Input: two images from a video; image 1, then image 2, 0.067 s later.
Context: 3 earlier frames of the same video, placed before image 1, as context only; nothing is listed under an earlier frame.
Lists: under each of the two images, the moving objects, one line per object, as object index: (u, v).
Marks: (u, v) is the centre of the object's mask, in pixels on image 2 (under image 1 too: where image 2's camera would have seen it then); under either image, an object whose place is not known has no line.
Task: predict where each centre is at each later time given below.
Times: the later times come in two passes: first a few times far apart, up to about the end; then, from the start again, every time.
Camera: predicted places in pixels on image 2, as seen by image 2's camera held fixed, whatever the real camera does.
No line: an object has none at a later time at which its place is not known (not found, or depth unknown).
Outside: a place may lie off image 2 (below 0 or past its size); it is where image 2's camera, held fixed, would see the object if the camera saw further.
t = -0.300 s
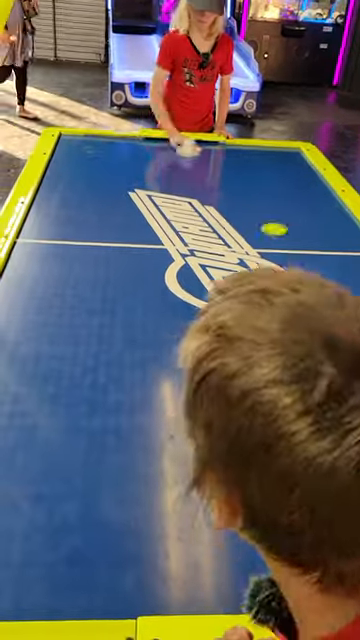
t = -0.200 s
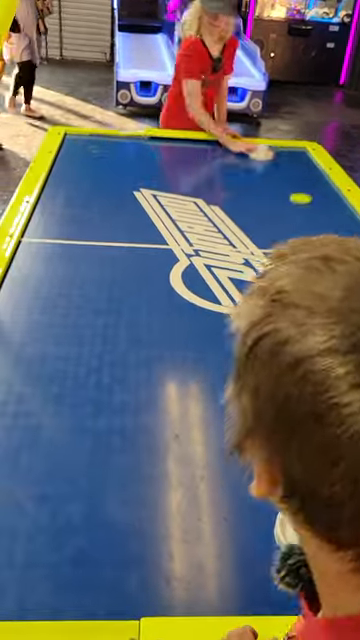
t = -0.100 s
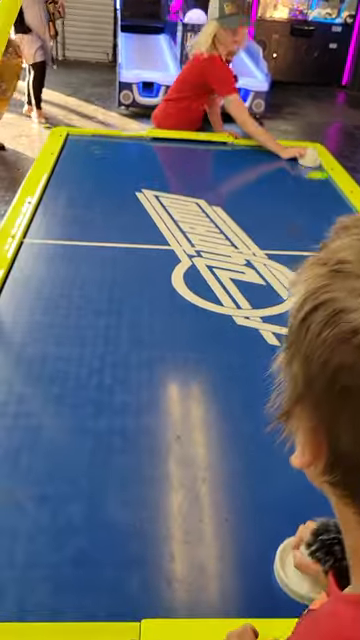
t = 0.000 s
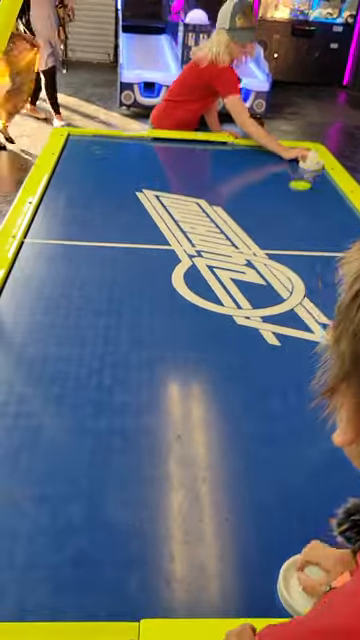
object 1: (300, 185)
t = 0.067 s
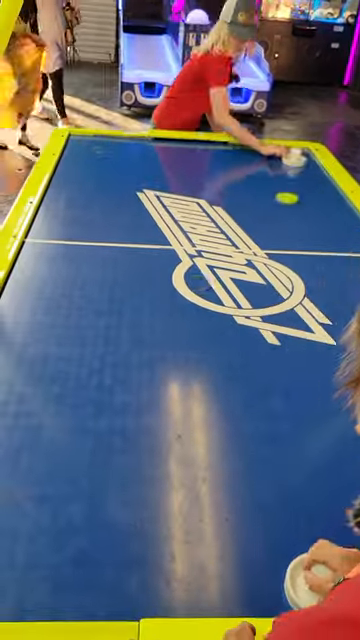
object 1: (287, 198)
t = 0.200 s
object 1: (257, 226)
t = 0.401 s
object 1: (196, 283)
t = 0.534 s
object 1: (137, 337)
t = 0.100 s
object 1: (279, 204)
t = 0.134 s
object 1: (272, 211)
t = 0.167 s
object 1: (265, 218)
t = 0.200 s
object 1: (257, 226)
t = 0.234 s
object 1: (250, 233)
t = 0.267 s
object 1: (240, 243)
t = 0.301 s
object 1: (230, 251)
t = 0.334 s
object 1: (219, 261)
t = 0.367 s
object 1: (207, 272)
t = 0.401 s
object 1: (196, 283)
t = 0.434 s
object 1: (183, 295)
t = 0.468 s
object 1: (168, 307)
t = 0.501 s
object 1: (153, 322)
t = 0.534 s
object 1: (137, 337)
